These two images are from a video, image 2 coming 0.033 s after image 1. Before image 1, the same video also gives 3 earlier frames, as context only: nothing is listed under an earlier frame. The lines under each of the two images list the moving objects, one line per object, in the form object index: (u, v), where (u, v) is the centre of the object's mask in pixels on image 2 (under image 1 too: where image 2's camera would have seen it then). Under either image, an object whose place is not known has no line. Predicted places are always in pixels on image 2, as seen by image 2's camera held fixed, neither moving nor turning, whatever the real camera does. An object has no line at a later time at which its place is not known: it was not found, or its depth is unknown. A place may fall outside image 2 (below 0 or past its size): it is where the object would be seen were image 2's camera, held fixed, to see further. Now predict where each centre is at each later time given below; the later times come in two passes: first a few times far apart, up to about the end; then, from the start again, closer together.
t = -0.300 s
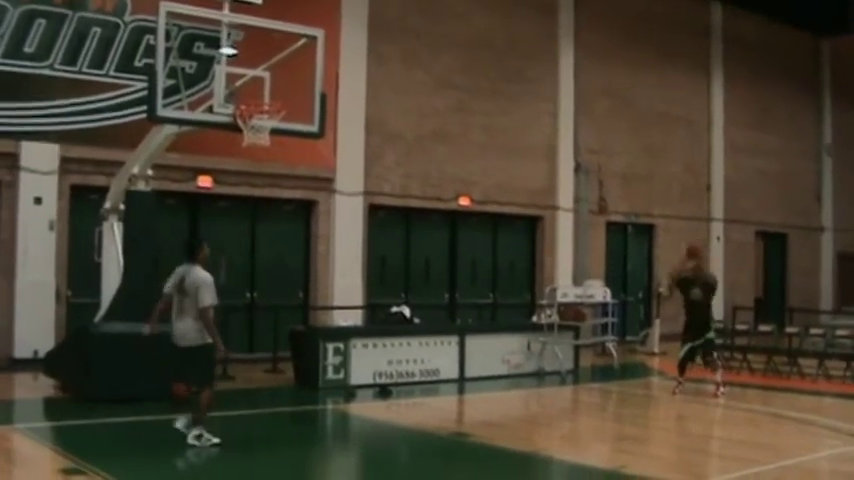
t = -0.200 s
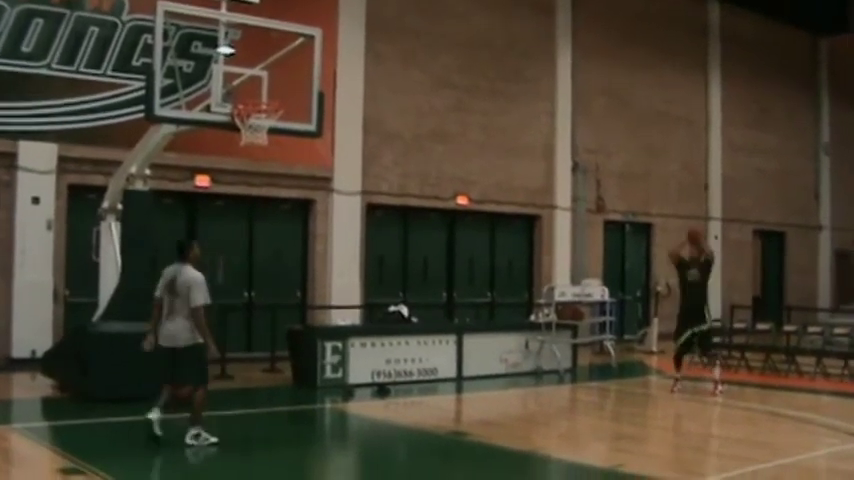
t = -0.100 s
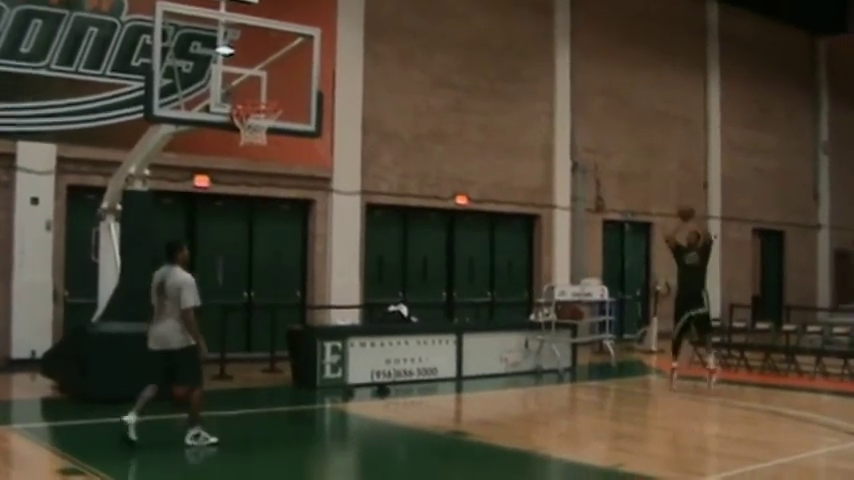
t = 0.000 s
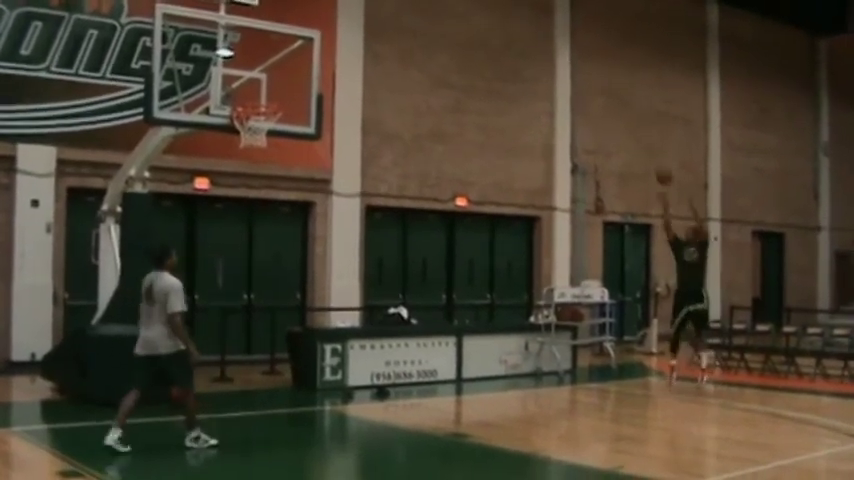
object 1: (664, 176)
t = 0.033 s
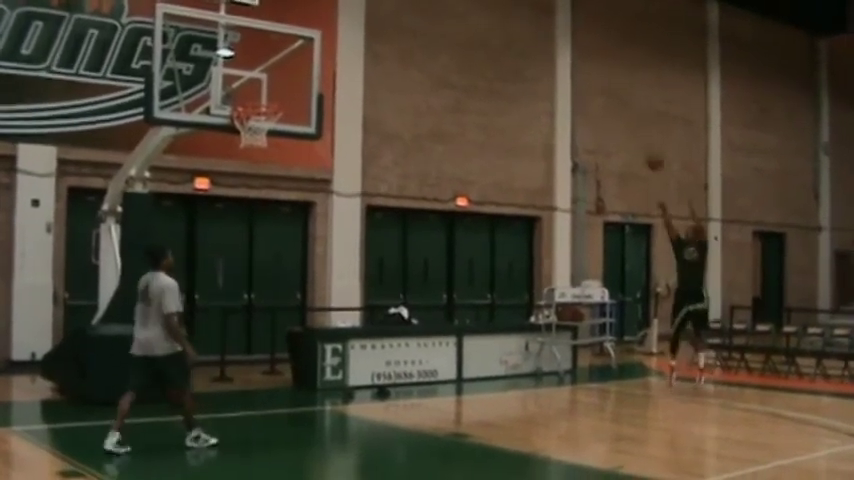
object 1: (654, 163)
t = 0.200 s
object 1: (605, 98)
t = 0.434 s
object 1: (528, 37)
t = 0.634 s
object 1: (455, 18)
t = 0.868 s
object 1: (357, 40)
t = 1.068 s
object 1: (264, 108)
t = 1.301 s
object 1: (243, 144)
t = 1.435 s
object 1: (250, 184)
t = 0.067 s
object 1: (646, 150)
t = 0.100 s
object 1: (635, 135)
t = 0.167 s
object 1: (615, 108)
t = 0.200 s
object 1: (605, 98)
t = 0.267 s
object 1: (584, 77)
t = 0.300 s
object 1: (573, 67)
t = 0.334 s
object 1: (562, 57)
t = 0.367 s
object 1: (551, 51)
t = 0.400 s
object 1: (539, 44)
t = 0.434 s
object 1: (528, 37)
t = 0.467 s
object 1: (516, 32)
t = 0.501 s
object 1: (504, 27)
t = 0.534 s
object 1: (493, 24)
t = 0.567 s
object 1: (481, 21)
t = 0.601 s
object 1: (469, 19)
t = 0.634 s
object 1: (455, 18)
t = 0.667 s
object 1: (442, 18)
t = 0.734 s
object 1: (416, 20)
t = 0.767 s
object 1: (402, 22)
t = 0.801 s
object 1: (388, 27)
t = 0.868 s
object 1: (357, 40)
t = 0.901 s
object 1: (343, 49)
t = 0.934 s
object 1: (329, 58)
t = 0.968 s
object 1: (314, 69)
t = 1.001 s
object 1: (297, 82)
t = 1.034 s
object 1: (280, 95)
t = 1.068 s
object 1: (264, 108)
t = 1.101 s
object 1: (251, 114)
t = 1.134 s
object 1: (239, 121)
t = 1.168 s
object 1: (237, 123)
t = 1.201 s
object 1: (240, 132)
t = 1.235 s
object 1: (241, 134)
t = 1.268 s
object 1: (242, 138)
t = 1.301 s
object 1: (243, 144)
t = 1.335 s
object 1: (246, 152)
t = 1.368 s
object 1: (247, 163)
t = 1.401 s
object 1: (249, 173)
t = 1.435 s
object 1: (250, 184)
